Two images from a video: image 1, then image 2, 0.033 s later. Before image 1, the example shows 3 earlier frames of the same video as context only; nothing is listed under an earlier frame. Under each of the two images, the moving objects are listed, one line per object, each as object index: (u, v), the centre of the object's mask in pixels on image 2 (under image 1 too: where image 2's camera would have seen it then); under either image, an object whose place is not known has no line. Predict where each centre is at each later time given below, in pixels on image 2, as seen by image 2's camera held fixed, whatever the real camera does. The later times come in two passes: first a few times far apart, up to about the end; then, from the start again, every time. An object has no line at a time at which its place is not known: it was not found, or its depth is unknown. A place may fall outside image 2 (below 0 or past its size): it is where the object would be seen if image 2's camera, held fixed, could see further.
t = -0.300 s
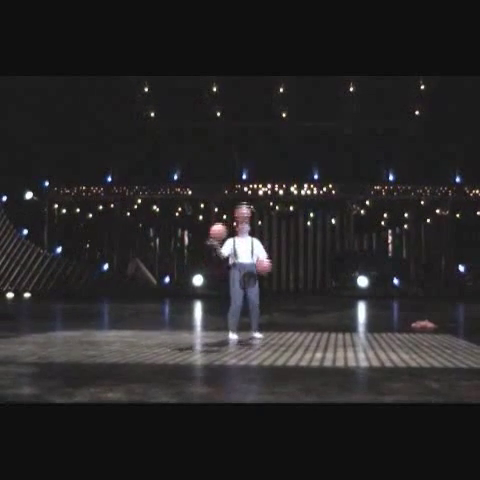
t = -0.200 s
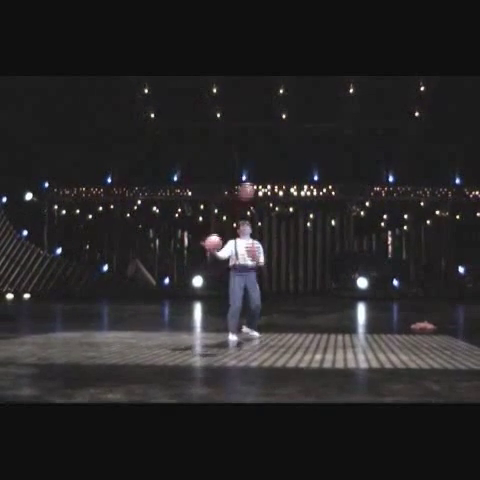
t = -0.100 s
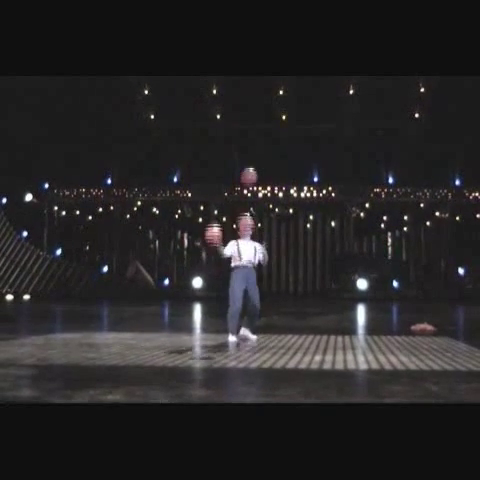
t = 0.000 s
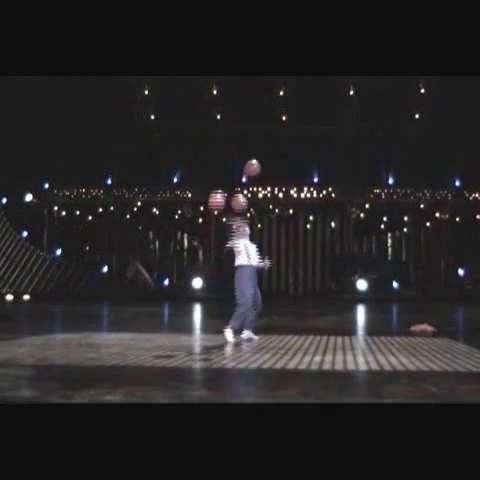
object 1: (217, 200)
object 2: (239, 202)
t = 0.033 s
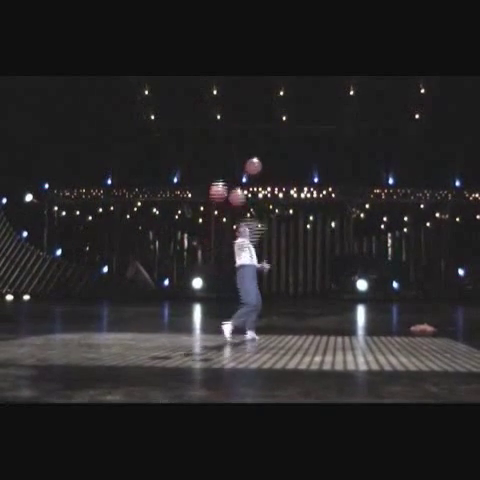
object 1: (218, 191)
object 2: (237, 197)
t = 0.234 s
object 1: (226, 148)
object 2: (223, 180)
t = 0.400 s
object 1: (231, 133)
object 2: (212, 185)
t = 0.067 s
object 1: (219, 181)
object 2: (235, 192)
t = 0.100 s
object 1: (220, 173)
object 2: (232, 189)
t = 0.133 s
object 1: (222, 166)
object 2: (230, 185)
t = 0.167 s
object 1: (223, 159)
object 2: (228, 183)
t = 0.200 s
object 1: (224, 153)
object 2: (225, 181)
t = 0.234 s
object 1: (226, 148)
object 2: (223, 180)
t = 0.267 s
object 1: (227, 144)
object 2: (221, 180)
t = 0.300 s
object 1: (228, 140)
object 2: (219, 180)
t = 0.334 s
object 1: (229, 137)
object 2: (216, 181)
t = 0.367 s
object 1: (230, 135)
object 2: (214, 183)
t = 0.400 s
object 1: (231, 133)
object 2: (212, 185)
